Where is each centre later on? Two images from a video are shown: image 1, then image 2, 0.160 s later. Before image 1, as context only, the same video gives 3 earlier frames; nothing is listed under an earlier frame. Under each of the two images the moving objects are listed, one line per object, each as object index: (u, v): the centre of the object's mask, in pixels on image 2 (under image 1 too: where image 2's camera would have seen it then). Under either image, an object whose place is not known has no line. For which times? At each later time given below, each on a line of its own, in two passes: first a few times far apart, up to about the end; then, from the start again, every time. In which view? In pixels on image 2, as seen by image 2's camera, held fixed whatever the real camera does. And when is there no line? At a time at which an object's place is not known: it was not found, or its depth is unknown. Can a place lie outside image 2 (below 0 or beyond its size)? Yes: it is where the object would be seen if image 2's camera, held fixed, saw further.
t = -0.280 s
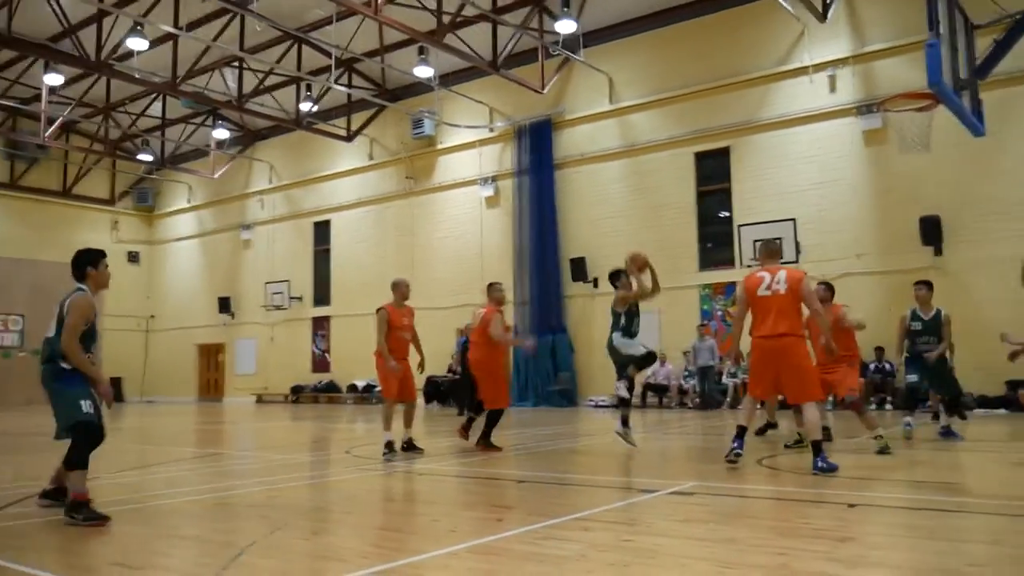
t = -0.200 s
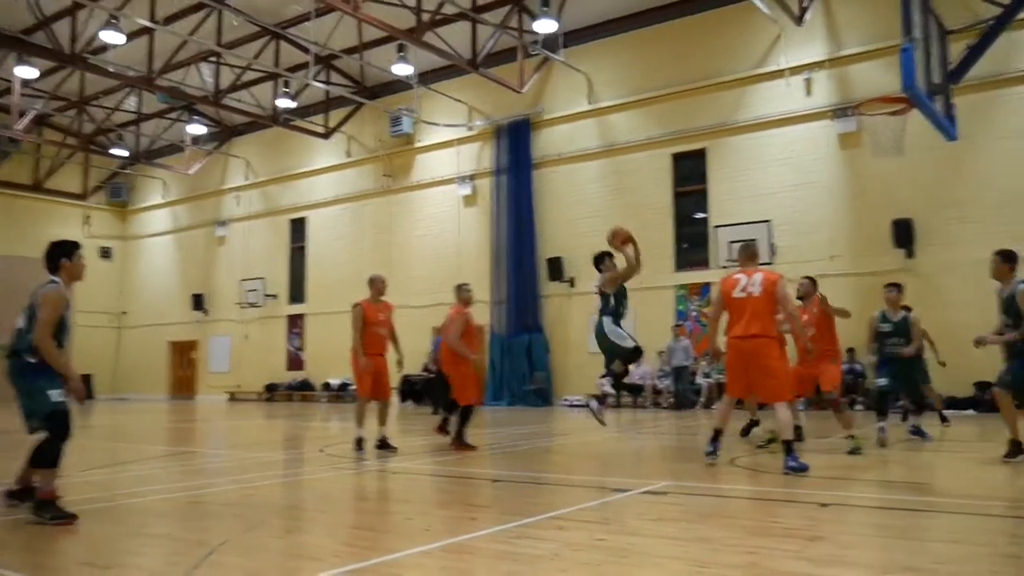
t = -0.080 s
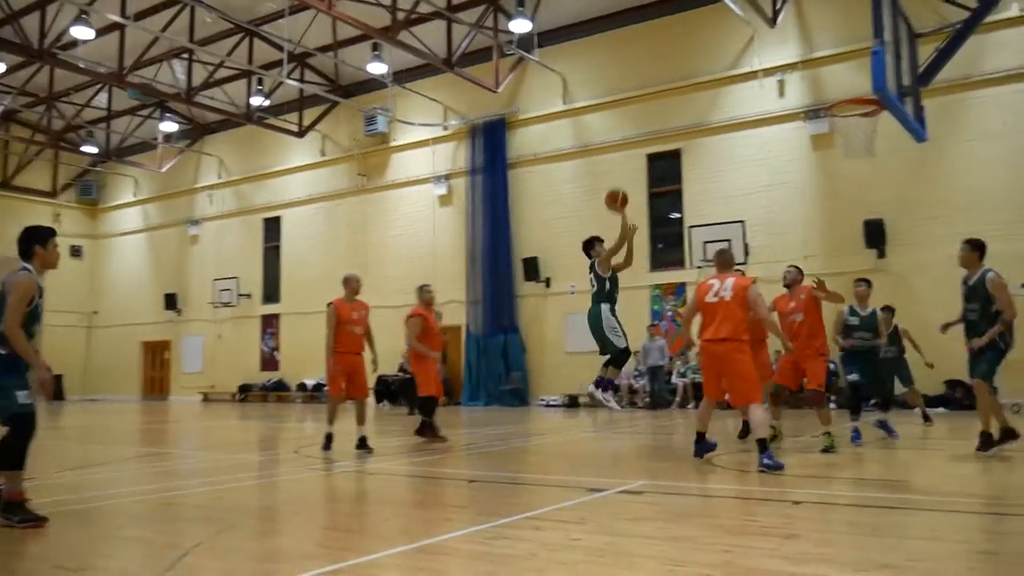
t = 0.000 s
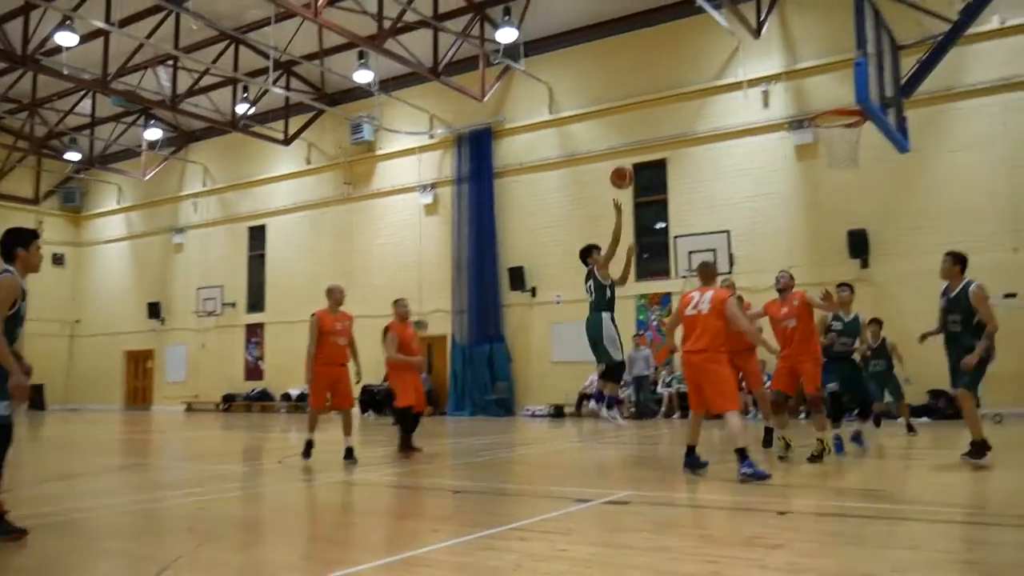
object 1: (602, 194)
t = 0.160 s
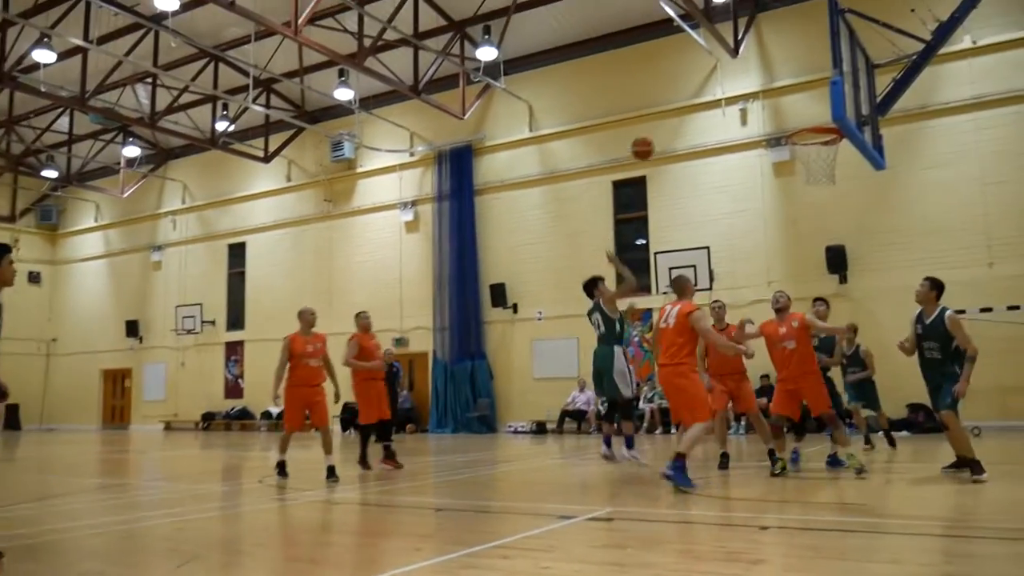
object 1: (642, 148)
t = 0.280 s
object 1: (674, 129)
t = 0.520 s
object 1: (742, 131)
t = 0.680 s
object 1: (790, 167)
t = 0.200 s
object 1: (653, 140)
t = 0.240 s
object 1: (663, 134)
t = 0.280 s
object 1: (674, 129)
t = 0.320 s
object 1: (685, 126)
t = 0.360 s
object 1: (696, 123)
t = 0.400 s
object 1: (707, 123)
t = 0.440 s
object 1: (718, 124)
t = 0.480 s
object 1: (730, 127)
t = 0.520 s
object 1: (742, 131)
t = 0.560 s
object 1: (754, 137)
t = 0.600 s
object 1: (766, 146)
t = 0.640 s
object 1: (778, 155)
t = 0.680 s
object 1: (790, 167)
